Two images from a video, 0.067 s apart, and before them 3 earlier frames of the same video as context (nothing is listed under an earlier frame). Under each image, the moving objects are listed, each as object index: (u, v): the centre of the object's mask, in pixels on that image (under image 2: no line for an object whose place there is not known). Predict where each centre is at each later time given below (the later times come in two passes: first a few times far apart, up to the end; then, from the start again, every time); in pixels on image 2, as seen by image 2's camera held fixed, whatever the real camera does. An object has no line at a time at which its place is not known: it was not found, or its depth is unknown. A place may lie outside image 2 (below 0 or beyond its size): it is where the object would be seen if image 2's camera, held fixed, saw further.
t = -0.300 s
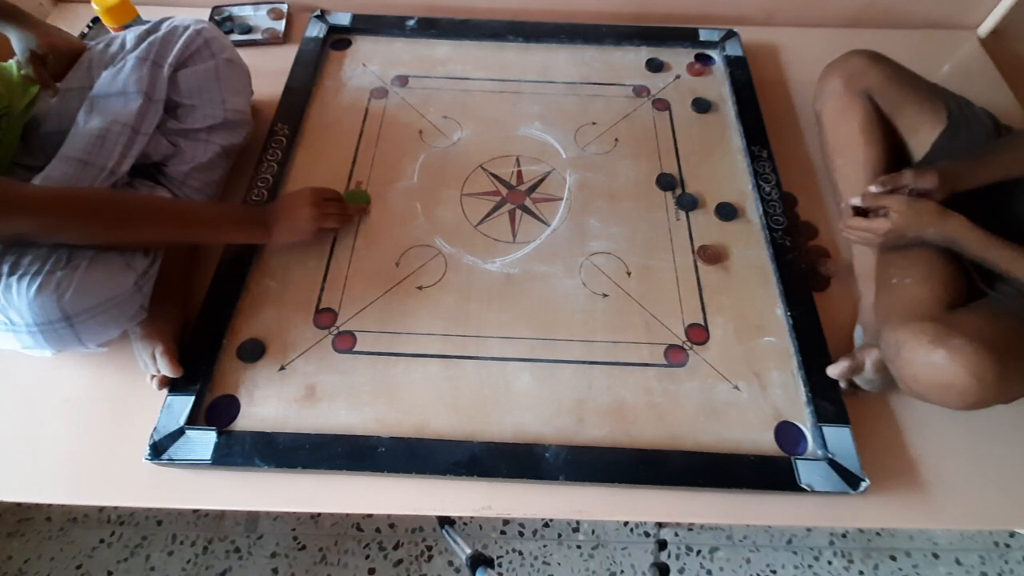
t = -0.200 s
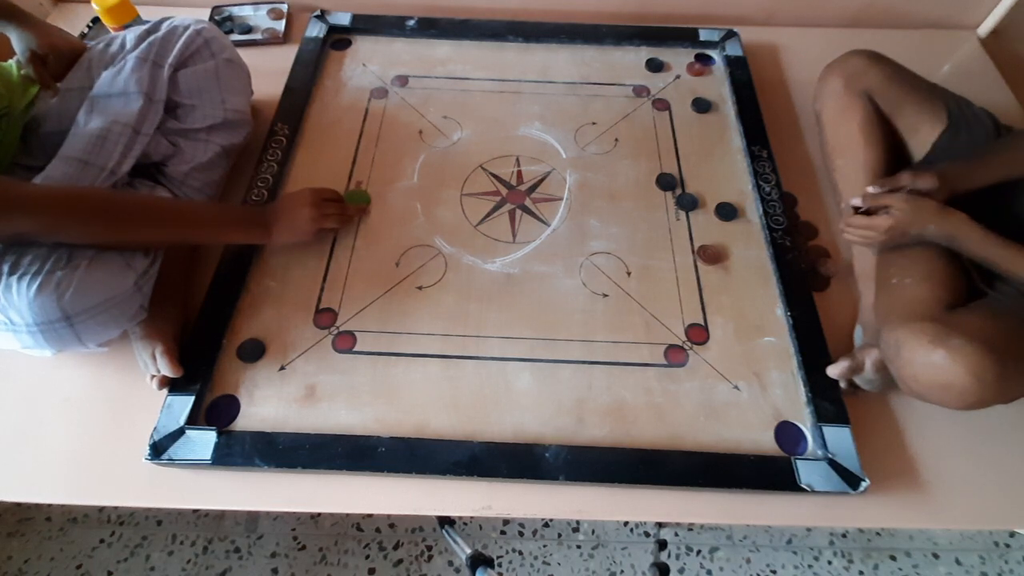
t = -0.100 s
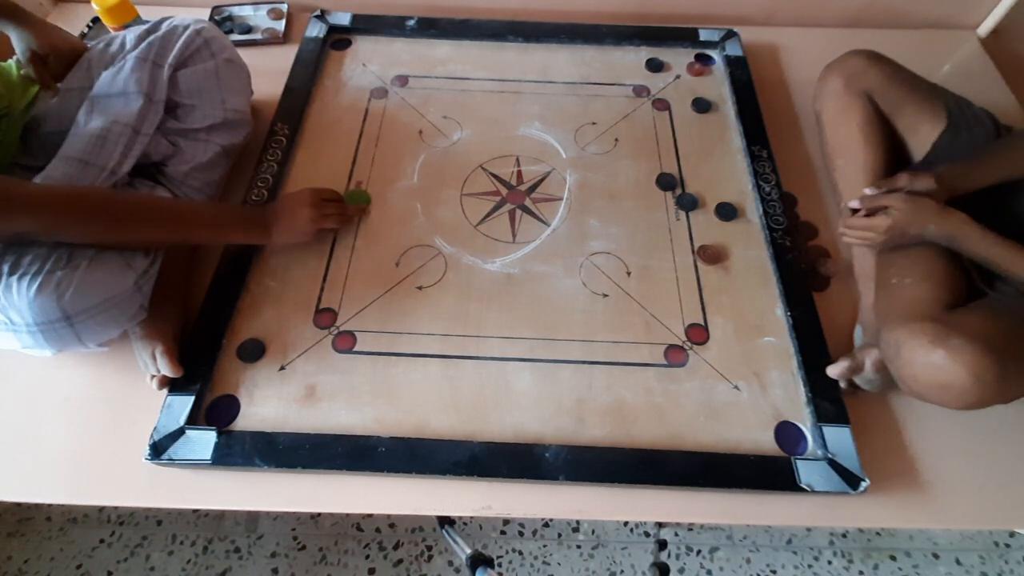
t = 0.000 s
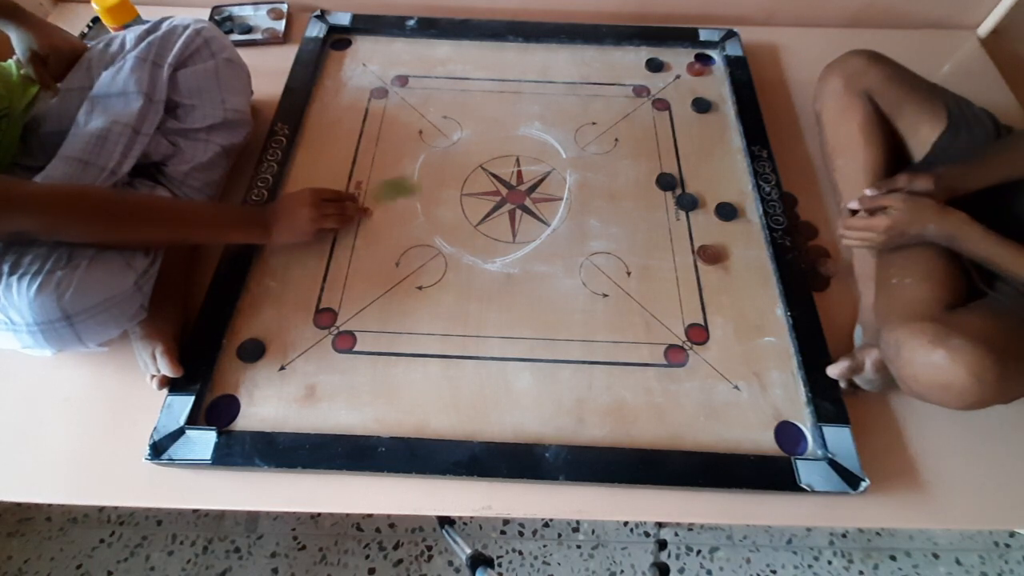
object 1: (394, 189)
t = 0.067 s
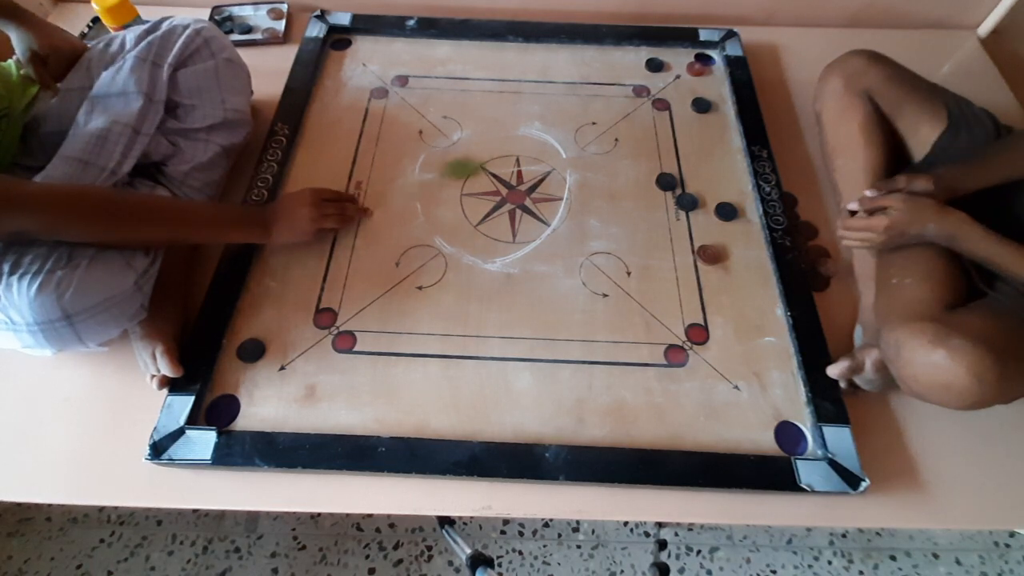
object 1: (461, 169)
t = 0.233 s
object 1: (601, 127)
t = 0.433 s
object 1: (697, 87)
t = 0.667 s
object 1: (708, 81)
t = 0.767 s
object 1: (708, 81)
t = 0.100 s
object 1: (494, 158)
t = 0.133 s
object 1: (524, 150)
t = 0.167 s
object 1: (550, 142)
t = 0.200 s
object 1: (578, 133)
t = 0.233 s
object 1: (601, 127)
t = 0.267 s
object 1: (629, 119)
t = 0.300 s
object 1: (650, 113)
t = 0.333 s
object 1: (671, 105)
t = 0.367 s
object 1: (686, 99)
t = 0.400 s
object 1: (692, 93)
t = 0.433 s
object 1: (697, 87)
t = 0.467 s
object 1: (702, 84)
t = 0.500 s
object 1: (705, 82)
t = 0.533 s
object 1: (708, 81)
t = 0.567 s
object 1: (708, 81)
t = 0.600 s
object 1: (708, 81)
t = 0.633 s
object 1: (708, 81)
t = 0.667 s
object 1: (708, 81)
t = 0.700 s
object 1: (708, 81)
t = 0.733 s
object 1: (708, 81)
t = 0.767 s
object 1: (708, 81)
